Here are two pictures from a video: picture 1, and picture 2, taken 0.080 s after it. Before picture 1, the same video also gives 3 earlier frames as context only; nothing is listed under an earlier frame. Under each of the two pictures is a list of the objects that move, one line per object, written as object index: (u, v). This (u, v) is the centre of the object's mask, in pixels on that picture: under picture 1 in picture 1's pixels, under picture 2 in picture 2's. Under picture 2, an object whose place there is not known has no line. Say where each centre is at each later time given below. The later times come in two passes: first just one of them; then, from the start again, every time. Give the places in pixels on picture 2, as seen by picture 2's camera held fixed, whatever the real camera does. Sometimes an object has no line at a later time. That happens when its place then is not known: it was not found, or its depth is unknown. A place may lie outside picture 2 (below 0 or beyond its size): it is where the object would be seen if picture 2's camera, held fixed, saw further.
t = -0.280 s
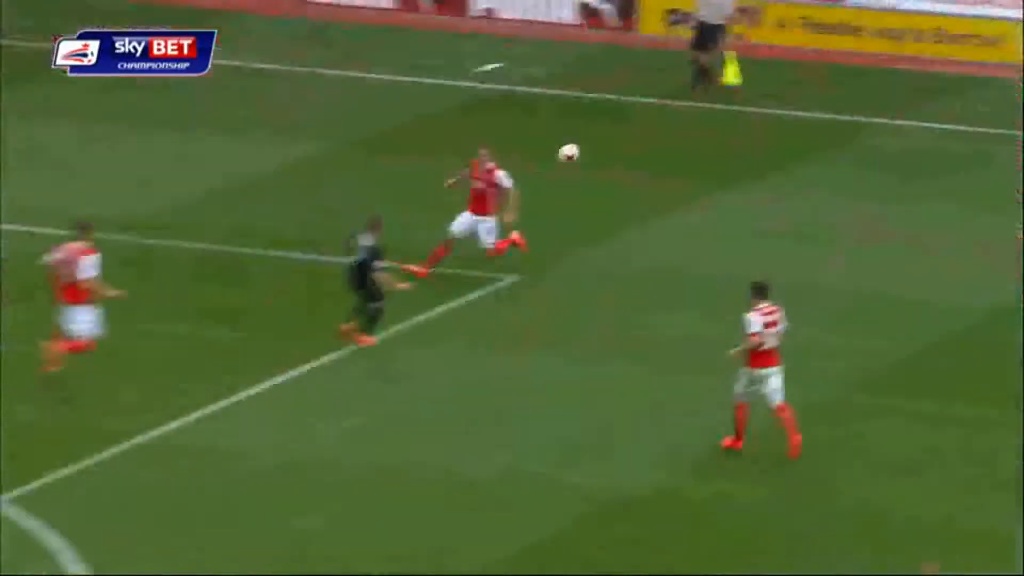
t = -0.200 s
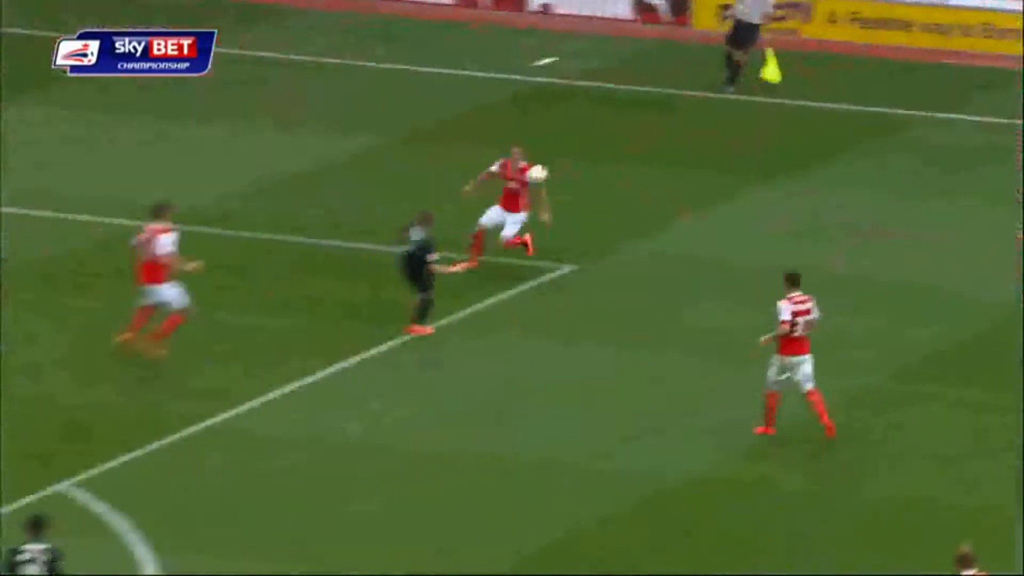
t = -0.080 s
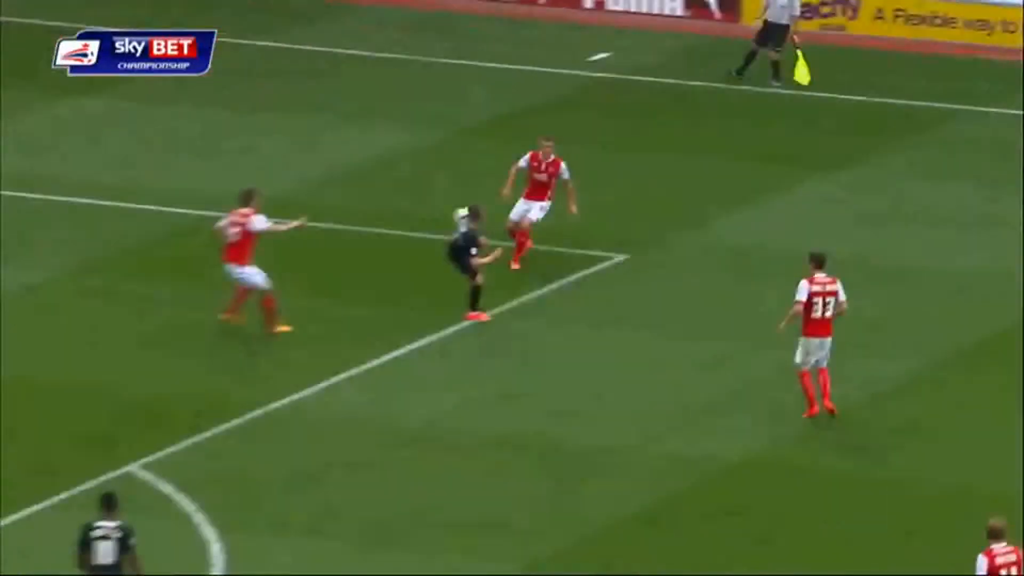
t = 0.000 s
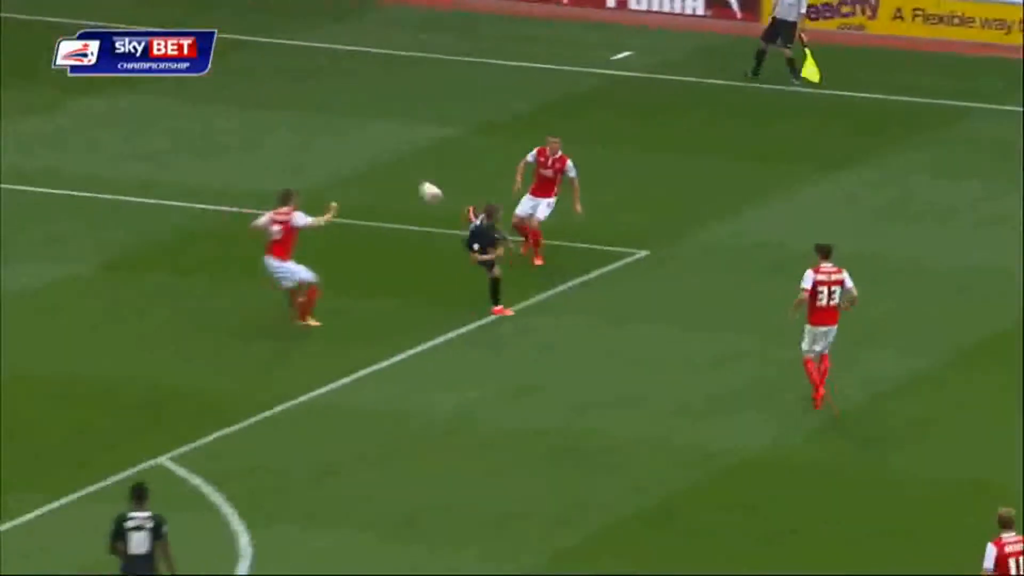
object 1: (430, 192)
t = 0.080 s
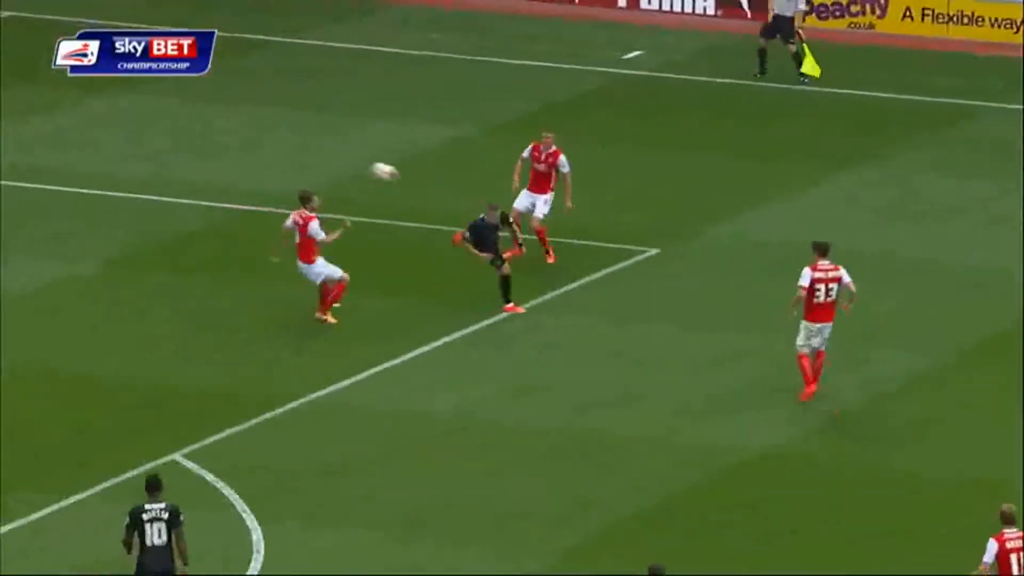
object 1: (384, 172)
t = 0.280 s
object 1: (236, 143)
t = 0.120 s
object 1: (355, 163)
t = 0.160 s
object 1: (325, 156)
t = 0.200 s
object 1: (294, 150)
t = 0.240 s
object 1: (264, 146)
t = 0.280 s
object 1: (236, 143)
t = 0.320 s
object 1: (207, 141)
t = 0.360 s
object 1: (177, 140)
